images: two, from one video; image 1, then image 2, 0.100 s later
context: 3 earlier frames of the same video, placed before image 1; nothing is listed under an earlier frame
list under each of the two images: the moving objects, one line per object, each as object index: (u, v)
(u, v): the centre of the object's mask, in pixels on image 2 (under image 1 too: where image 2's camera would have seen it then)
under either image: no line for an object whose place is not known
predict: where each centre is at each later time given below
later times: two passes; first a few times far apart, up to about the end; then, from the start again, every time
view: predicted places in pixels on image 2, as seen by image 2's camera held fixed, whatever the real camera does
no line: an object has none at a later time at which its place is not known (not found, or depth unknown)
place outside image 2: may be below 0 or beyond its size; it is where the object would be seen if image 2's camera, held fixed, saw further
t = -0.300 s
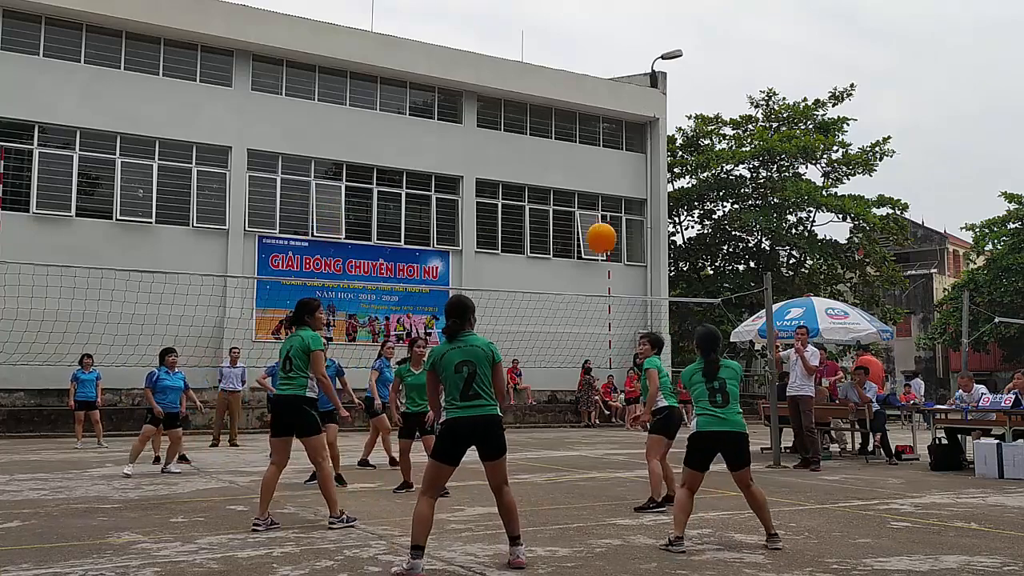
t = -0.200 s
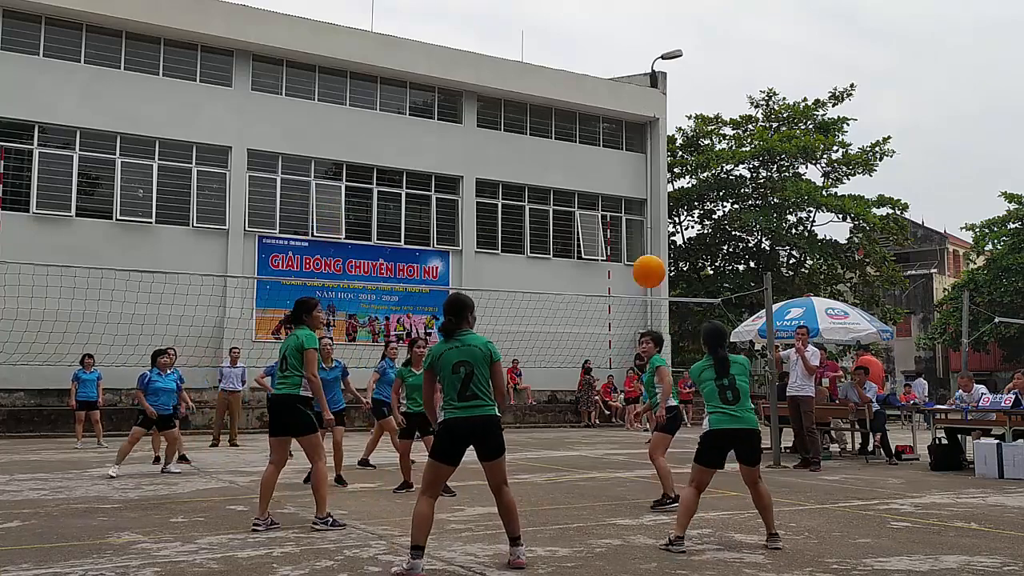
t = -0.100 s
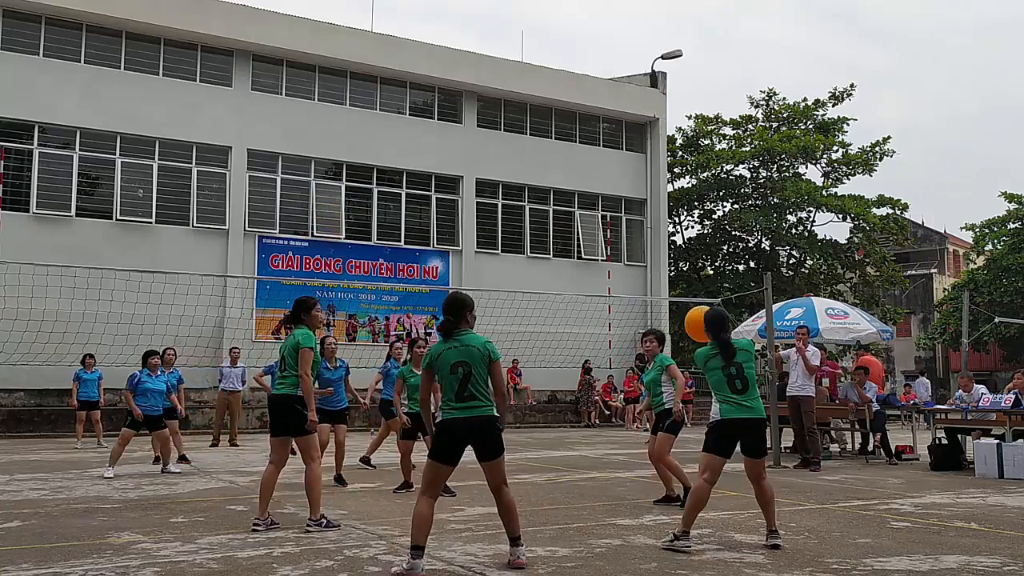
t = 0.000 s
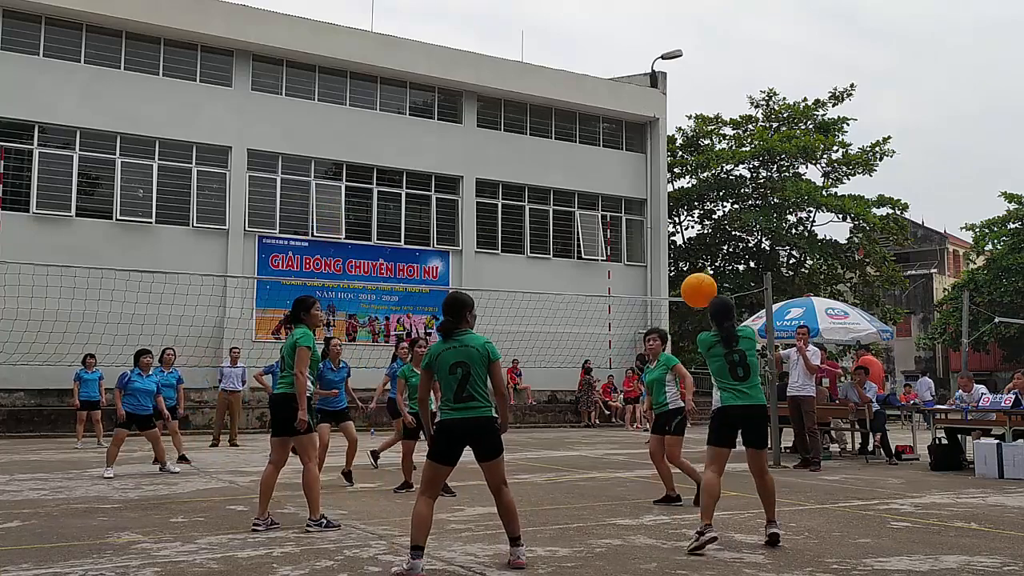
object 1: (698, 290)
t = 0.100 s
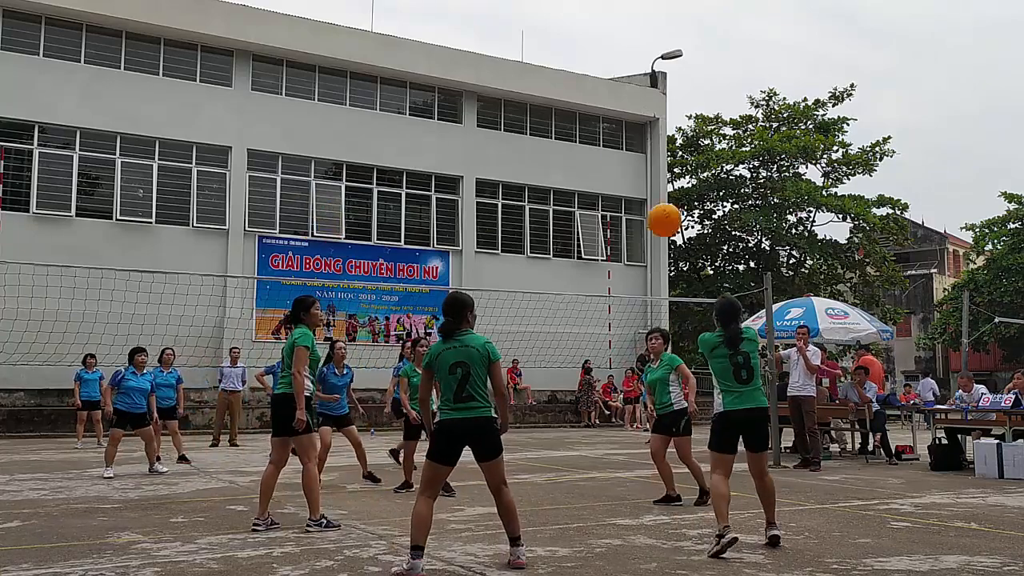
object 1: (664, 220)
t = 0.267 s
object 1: (612, 141)
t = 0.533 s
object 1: (542, 94)
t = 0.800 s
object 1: (480, 128)
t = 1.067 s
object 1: (426, 231)
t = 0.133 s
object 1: (653, 201)
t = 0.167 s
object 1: (642, 183)
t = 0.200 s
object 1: (632, 167)
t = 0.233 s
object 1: (622, 153)
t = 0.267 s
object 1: (612, 141)
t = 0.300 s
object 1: (602, 130)
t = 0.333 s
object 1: (593, 121)
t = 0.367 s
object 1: (584, 113)
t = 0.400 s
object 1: (575, 107)
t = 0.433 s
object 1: (567, 102)
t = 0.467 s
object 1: (558, 98)
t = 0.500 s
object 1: (550, 95)
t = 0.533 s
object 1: (542, 94)
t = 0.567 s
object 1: (534, 94)
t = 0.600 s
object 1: (526, 95)
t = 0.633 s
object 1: (517, 98)
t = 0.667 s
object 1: (510, 102)
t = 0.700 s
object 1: (502, 106)
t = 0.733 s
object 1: (495, 112)
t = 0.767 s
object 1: (487, 119)
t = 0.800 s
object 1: (480, 128)
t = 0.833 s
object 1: (473, 137)
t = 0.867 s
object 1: (466, 147)
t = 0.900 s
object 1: (459, 159)
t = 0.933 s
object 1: (452, 171)
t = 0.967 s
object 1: (446, 184)
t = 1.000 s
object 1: (439, 199)
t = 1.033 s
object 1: (432, 215)
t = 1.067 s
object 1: (426, 231)
